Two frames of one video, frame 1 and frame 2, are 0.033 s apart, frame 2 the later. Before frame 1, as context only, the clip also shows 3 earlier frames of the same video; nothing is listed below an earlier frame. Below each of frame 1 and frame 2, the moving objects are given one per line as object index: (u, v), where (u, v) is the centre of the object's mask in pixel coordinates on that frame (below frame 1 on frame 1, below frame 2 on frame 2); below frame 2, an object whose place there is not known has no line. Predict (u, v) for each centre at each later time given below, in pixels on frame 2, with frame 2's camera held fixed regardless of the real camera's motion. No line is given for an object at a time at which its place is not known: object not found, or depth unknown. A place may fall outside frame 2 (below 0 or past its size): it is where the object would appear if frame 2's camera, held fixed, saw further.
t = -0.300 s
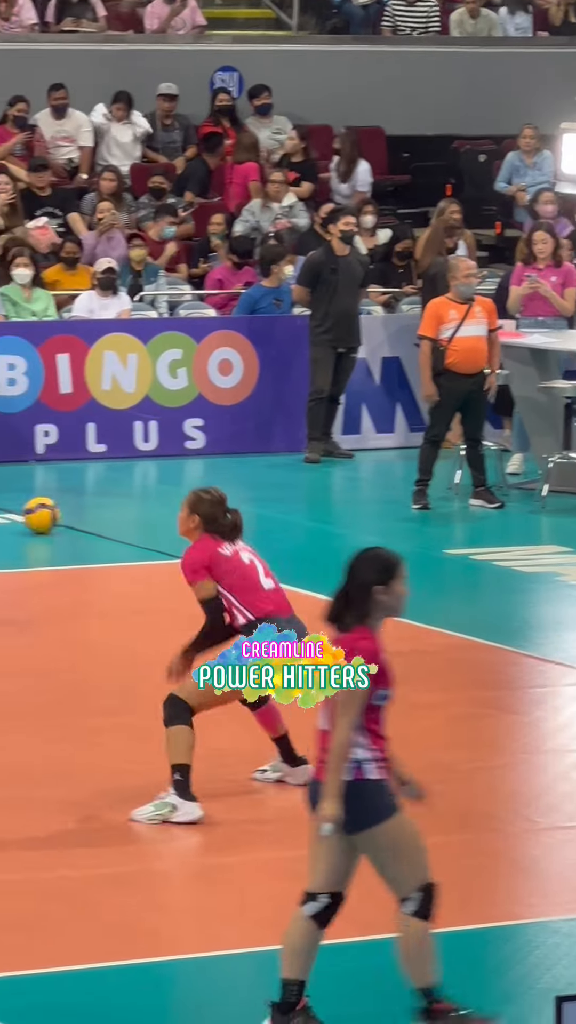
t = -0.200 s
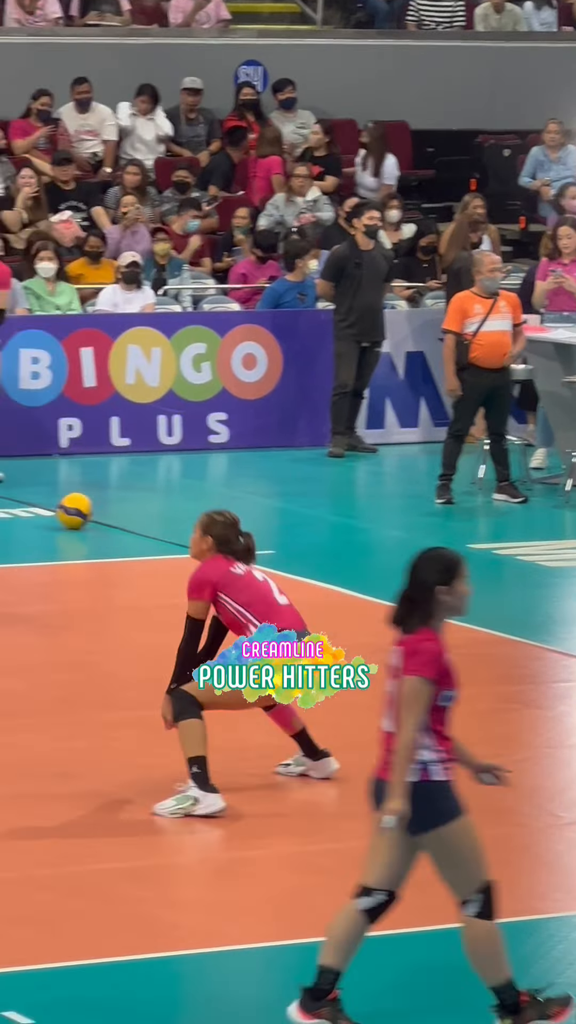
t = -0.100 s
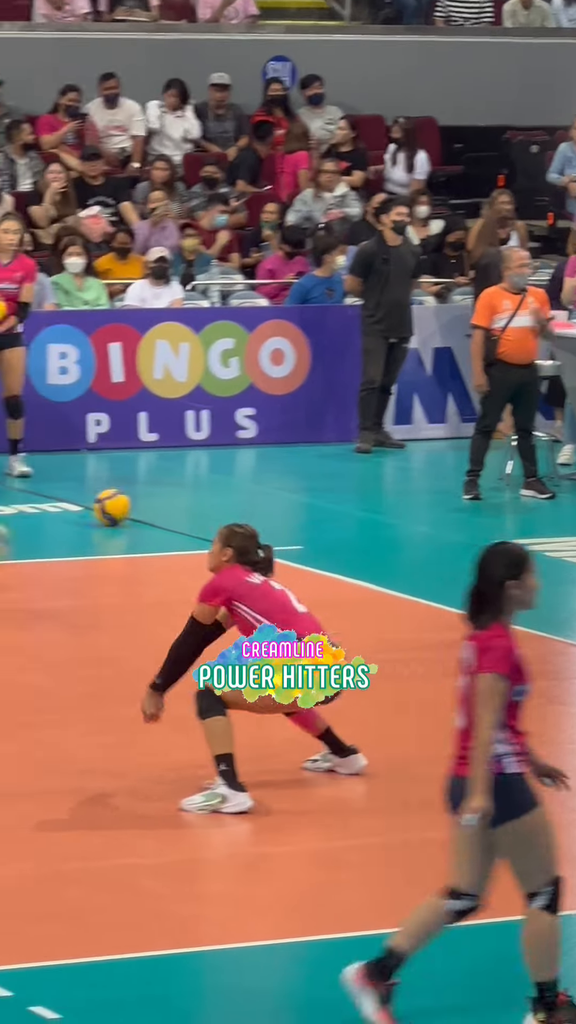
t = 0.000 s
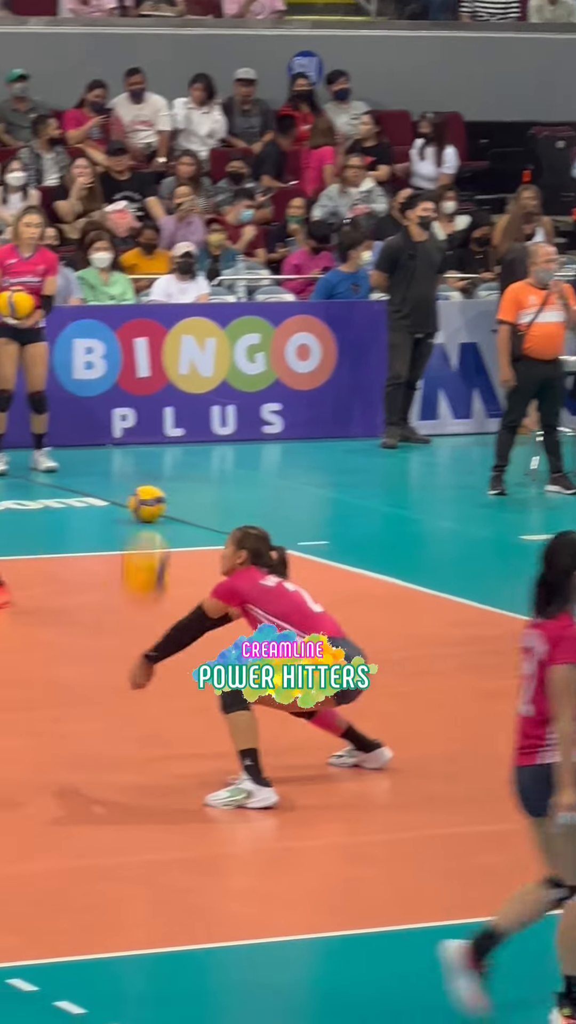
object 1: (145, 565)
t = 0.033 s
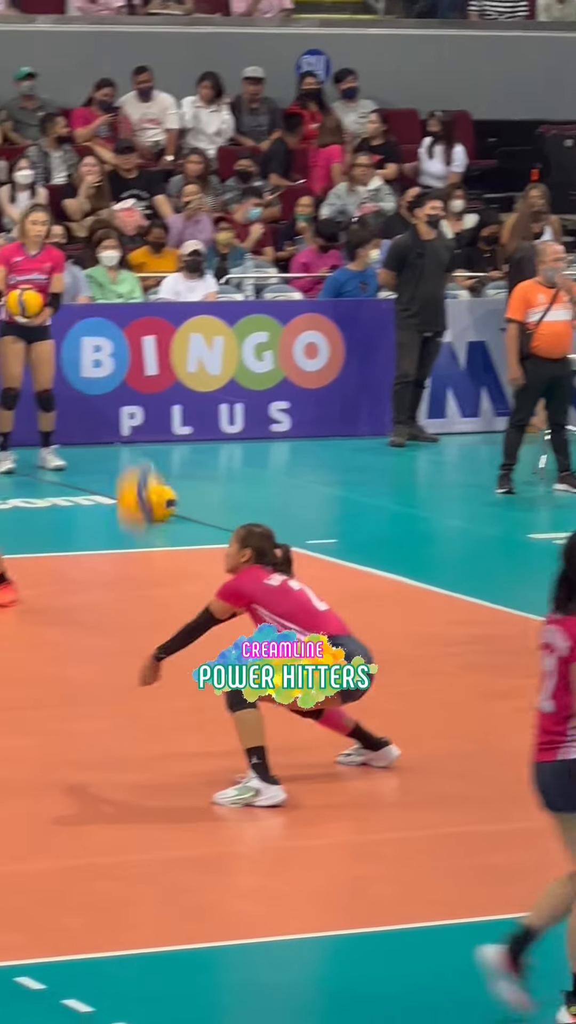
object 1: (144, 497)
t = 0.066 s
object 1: (127, 431)
